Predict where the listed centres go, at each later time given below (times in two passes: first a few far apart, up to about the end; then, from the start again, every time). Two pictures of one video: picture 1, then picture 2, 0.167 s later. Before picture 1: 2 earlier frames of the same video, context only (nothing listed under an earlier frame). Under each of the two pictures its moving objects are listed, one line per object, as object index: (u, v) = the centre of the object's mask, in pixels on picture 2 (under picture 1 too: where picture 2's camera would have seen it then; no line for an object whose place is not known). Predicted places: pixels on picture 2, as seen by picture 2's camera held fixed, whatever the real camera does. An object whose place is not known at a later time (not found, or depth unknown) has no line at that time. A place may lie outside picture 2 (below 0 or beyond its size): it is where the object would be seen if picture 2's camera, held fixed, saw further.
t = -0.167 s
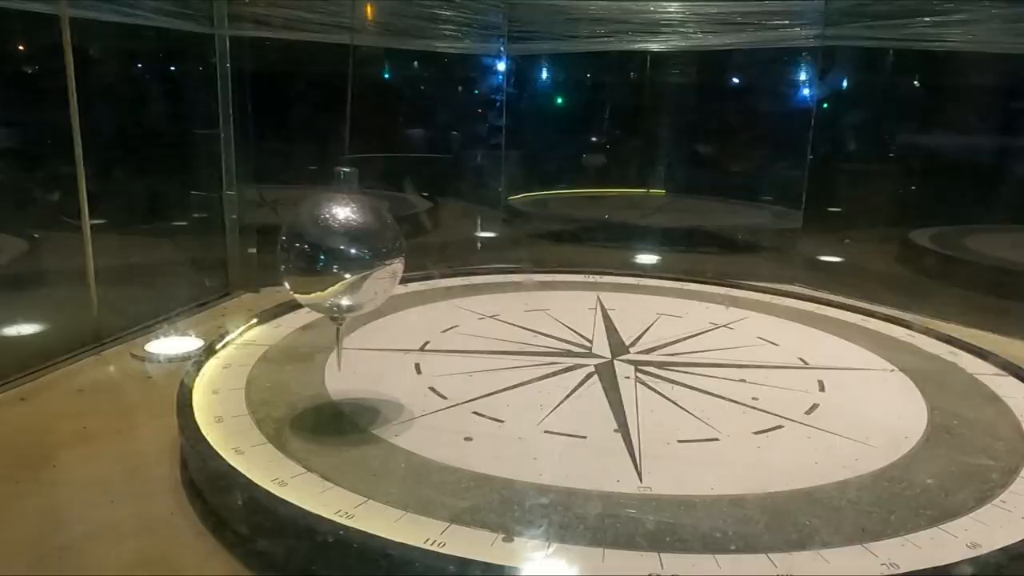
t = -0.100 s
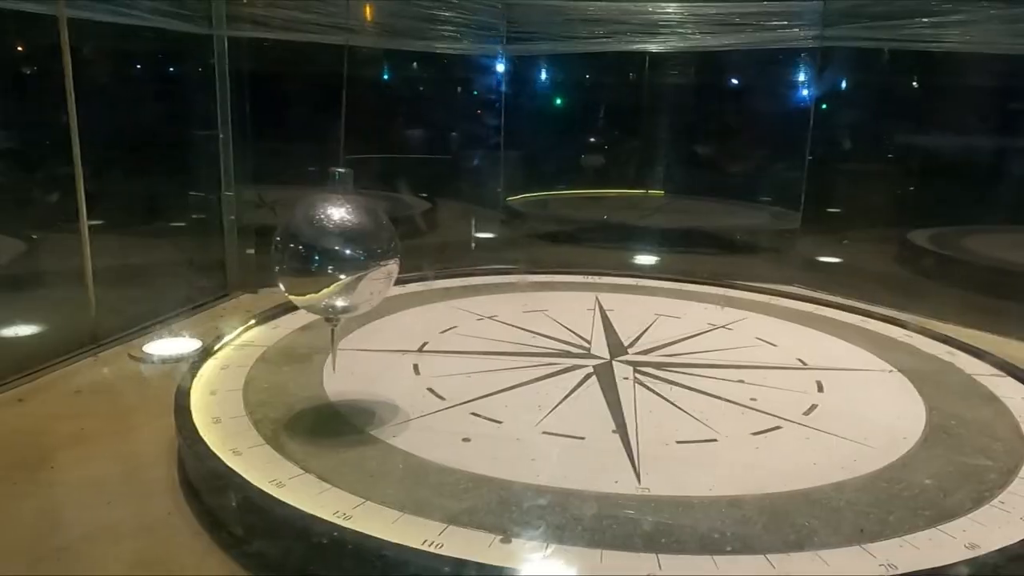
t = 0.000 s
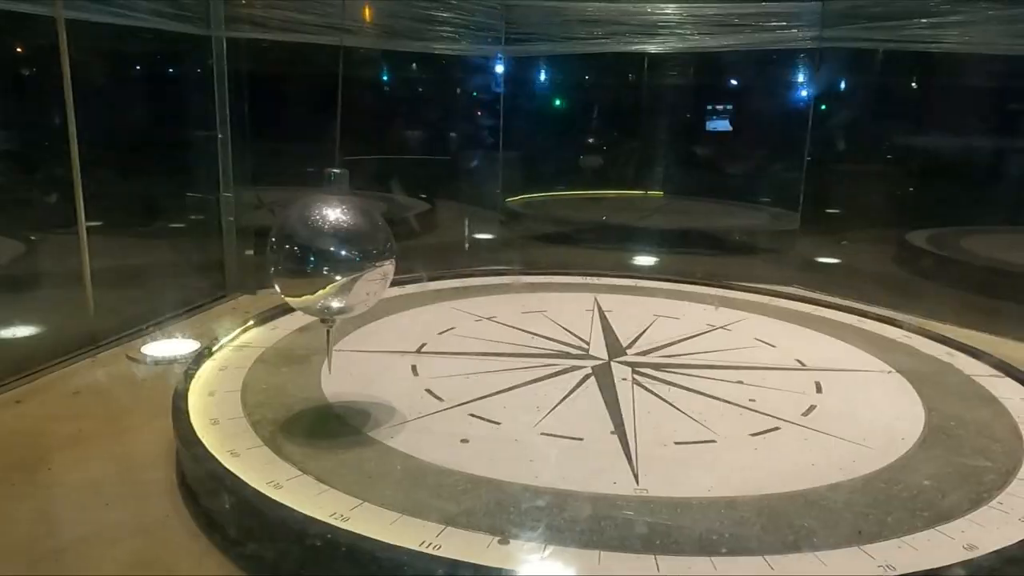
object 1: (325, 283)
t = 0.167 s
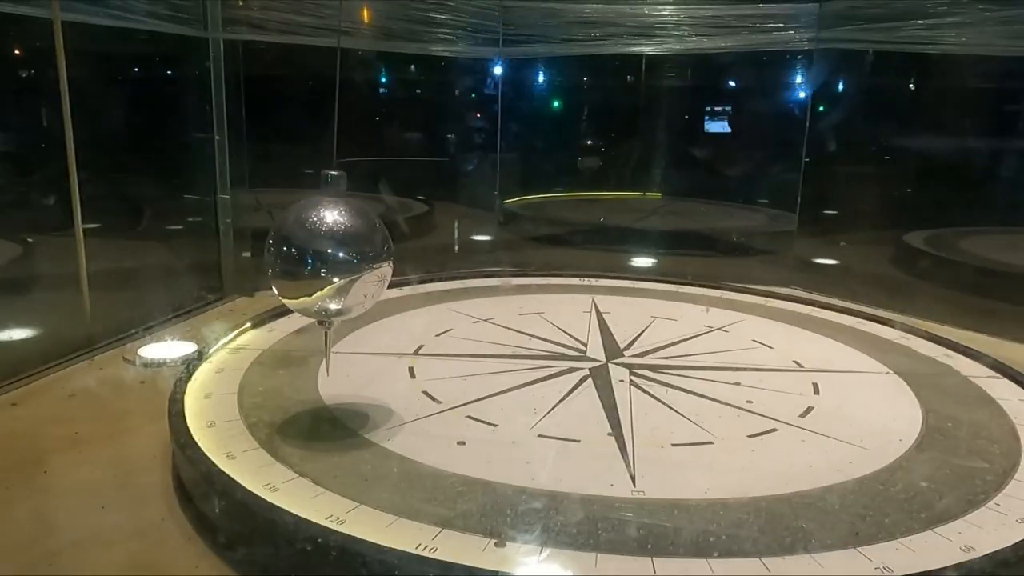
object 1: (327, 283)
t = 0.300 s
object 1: (334, 284)
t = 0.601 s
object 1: (367, 282)
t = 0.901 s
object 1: (418, 279)
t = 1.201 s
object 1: (481, 275)
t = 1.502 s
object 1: (546, 269)
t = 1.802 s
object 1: (606, 262)
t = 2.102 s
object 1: (661, 255)
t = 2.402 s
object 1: (707, 247)
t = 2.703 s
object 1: (744, 241)
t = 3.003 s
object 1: (770, 237)
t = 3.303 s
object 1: (786, 233)
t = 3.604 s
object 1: (791, 232)
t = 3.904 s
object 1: (786, 233)
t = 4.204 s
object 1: (770, 236)
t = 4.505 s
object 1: (743, 242)
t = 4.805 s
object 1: (706, 248)
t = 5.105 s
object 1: (659, 253)
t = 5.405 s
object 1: (604, 262)
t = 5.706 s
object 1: (543, 270)
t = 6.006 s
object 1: (477, 276)
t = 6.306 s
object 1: (416, 280)
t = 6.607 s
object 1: (364, 283)
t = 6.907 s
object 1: (331, 281)
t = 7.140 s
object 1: (324, 282)
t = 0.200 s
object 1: (328, 285)
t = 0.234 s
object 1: (329, 285)
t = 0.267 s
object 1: (332, 282)
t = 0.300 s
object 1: (334, 284)
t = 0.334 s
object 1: (337, 284)
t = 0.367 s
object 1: (339, 281)
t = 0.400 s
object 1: (343, 282)
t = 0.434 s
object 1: (346, 283)
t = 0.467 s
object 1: (349, 282)
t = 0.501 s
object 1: (353, 281)
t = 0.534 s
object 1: (357, 281)
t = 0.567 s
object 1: (362, 281)
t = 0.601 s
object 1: (367, 282)
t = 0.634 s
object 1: (371, 281)
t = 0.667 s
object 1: (377, 281)
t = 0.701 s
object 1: (382, 280)
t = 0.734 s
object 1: (387, 280)
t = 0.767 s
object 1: (393, 280)
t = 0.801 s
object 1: (399, 280)
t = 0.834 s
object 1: (405, 279)
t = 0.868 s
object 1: (411, 281)
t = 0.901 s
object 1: (418, 279)
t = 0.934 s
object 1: (424, 279)
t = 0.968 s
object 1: (431, 278)
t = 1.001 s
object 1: (437, 278)
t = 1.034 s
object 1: (444, 277)
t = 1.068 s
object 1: (451, 276)
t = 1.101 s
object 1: (459, 277)
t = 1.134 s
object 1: (466, 276)
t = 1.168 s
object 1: (474, 276)
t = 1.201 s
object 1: (481, 275)
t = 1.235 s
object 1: (487, 274)
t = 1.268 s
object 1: (495, 274)
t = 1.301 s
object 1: (503, 273)
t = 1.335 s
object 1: (509, 274)
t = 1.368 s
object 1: (517, 272)
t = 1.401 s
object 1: (523, 273)
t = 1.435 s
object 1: (531, 270)
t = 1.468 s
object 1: (538, 270)
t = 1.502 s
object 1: (546, 269)
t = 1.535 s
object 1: (553, 268)
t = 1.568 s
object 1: (559, 268)
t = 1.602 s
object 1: (566, 267)
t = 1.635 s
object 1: (573, 267)
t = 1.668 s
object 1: (579, 266)
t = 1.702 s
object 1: (586, 266)
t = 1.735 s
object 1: (592, 263)
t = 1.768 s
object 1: (599, 262)
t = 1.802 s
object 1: (606, 262)
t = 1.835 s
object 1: (613, 260)
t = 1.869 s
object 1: (619, 260)
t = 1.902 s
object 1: (626, 260)
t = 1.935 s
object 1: (632, 260)
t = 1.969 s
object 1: (637, 258)
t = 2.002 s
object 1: (643, 257)
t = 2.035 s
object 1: (649, 256)
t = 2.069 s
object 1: (655, 256)
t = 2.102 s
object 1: (661, 255)
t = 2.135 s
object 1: (667, 252)
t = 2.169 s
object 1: (672, 254)
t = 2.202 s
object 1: (678, 253)
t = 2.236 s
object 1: (684, 253)
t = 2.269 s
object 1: (689, 250)
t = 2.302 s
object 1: (693, 249)
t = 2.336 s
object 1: (698, 248)
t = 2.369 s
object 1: (702, 248)
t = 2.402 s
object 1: (707, 247)
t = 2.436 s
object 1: (711, 246)
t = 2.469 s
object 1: (716, 246)
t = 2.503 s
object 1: (720, 245)
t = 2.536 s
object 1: (725, 246)
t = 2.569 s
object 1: (728, 244)
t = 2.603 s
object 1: (733, 243)
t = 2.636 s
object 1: (736, 242)
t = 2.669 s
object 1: (740, 242)
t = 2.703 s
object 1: (744, 241)
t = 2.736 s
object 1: (747, 241)
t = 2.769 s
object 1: (750, 242)
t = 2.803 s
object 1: (753, 240)
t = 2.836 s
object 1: (756, 239)
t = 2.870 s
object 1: (759, 238)
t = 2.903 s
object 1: (762, 237)
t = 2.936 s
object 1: (765, 237)
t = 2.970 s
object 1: (767, 236)
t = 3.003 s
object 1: (770, 237)
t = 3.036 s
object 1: (772, 235)
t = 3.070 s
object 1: (774, 236)
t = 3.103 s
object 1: (776, 235)
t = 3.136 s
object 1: (778, 234)
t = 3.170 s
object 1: (780, 235)
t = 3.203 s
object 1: (781, 234)
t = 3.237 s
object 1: (783, 235)
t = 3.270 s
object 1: (785, 235)
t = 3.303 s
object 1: (786, 233)
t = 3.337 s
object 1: (787, 233)
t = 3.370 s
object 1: (788, 232)
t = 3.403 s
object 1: (789, 234)
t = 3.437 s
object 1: (790, 232)
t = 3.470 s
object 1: (790, 232)
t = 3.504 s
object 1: (791, 232)
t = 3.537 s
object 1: (791, 232)
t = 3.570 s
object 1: (791, 232)
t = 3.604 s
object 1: (791, 232)
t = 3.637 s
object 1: (791, 232)
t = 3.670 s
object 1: (791, 234)
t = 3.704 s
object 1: (791, 232)
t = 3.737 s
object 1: (791, 232)
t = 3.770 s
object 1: (790, 233)
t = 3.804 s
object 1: (789, 235)
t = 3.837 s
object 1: (789, 233)
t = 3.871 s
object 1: (788, 233)
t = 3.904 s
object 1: (786, 233)
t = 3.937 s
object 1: (785, 235)
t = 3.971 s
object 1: (784, 234)
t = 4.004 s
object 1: (782, 234)
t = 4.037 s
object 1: (780, 234)
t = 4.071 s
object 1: (778, 236)
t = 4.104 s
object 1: (776, 235)
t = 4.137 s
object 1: (774, 236)
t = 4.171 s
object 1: (772, 236)
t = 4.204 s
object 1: (770, 236)
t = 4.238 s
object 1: (767, 239)
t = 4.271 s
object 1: (765, 241)
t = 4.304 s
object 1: (762, 241)
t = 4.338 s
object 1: (758, 242)
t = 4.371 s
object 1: (756, 242)
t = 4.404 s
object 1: (753, 243)
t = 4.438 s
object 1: (750, 241)
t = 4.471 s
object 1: (746, 242)
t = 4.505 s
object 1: (743, 242)
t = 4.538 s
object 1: (740, 242)
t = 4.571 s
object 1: (737, 245)
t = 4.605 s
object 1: (732, 244)
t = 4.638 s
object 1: (728, 244)
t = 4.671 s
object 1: (724, 245)
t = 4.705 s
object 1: (720, 245)
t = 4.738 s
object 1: (715, 246)
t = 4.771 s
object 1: (711, 247)
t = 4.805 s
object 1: (706, 248)
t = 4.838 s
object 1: (702, 248)
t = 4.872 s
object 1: (697, 249)
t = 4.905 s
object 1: (692, 250)
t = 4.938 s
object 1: (688, 251)
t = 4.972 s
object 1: (682, 251)
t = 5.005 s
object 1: (676, 251)
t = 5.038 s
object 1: (671, 252)
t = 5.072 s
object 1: (666, 255)
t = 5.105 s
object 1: (659, 253)
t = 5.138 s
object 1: (654, 256)
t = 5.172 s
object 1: (647, 257)
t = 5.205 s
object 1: (642, 259)
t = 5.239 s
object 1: (636, 259)
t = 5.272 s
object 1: (630, 260)
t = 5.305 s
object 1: (624, 261)
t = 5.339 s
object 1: (617, 262)
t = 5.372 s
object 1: (611, 262)
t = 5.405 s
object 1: (604, 262)
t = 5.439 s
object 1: (597, 266)
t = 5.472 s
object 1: (591, 266)
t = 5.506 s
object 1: (584, 267)
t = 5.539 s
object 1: (578, 268)
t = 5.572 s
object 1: (571, 268)
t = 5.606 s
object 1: (564, 269)
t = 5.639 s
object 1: (557, 268)
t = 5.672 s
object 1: (549, 270)
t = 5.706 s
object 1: (543, 270)
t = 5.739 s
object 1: (536, 271)
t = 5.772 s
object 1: (528, 273)
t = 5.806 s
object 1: (521, 272)
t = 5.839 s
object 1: (513, 273)
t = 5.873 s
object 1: (507, 274)
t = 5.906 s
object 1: (500, 275)
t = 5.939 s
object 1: (492, 276)
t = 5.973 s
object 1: (485, 276)
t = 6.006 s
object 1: (477, 276)
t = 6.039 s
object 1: (471, 277)
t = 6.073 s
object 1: (464, 278)
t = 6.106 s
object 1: (456, 278)
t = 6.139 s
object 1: (450, 279)
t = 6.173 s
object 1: (442, 279)
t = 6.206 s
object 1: (436, 279)
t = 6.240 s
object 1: (429, 280)
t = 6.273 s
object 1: (422, 279)
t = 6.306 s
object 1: (416, 280)
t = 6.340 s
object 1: (408, 280)
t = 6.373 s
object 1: (401, 280)
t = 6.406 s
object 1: (395, 280)
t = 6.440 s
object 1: (389, 280)
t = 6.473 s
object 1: (385, 282)
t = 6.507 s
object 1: (380, 281)
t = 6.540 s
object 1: (374, 281)
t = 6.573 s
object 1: (369, 283)
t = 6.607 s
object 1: (364, 283)
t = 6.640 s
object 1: (359, 282)
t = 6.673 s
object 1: (355, 282)
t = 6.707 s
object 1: (350, 282)
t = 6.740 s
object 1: (347, 284)
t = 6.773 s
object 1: (343, 281)
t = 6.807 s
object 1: (341, 284)
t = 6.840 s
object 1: (337, 282)
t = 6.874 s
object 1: (334, 281)
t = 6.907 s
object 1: (331, 281)
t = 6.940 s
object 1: (329, 282)
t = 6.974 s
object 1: (328, 282)
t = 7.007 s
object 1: (327, 282)
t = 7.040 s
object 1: (326, 282)
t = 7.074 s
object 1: (326, 284)
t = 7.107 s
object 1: (325, 282)
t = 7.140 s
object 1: (324, 282)
